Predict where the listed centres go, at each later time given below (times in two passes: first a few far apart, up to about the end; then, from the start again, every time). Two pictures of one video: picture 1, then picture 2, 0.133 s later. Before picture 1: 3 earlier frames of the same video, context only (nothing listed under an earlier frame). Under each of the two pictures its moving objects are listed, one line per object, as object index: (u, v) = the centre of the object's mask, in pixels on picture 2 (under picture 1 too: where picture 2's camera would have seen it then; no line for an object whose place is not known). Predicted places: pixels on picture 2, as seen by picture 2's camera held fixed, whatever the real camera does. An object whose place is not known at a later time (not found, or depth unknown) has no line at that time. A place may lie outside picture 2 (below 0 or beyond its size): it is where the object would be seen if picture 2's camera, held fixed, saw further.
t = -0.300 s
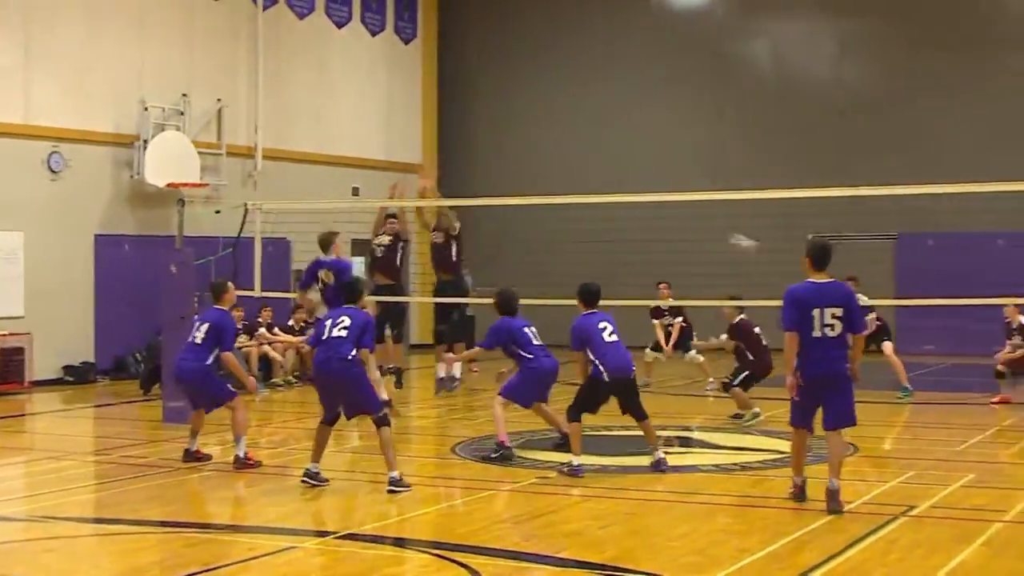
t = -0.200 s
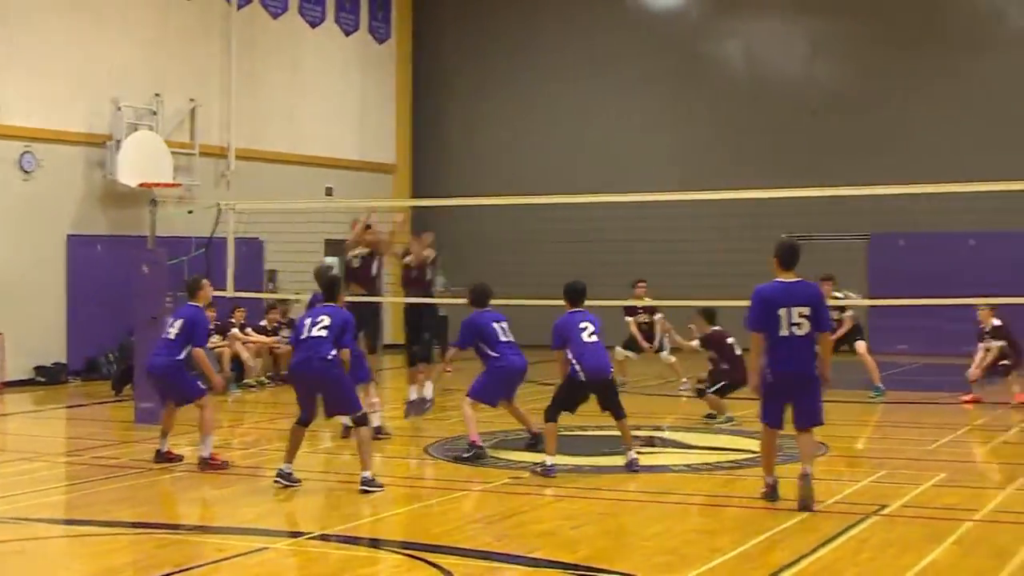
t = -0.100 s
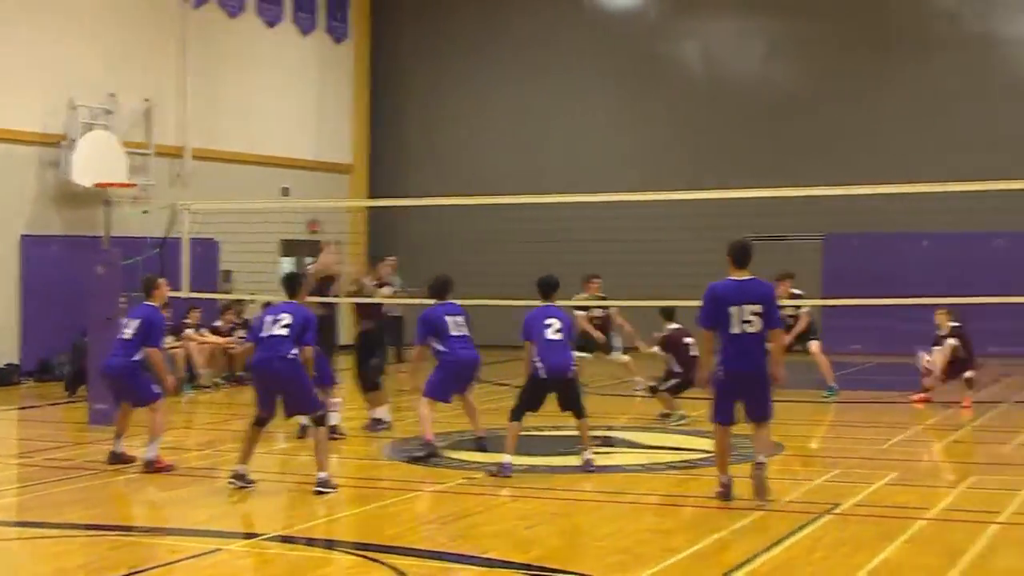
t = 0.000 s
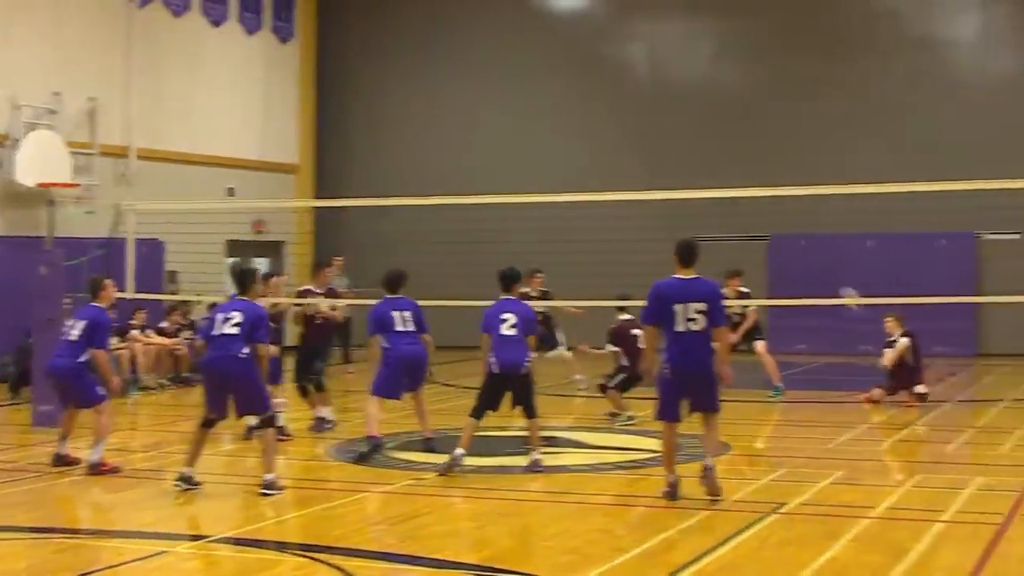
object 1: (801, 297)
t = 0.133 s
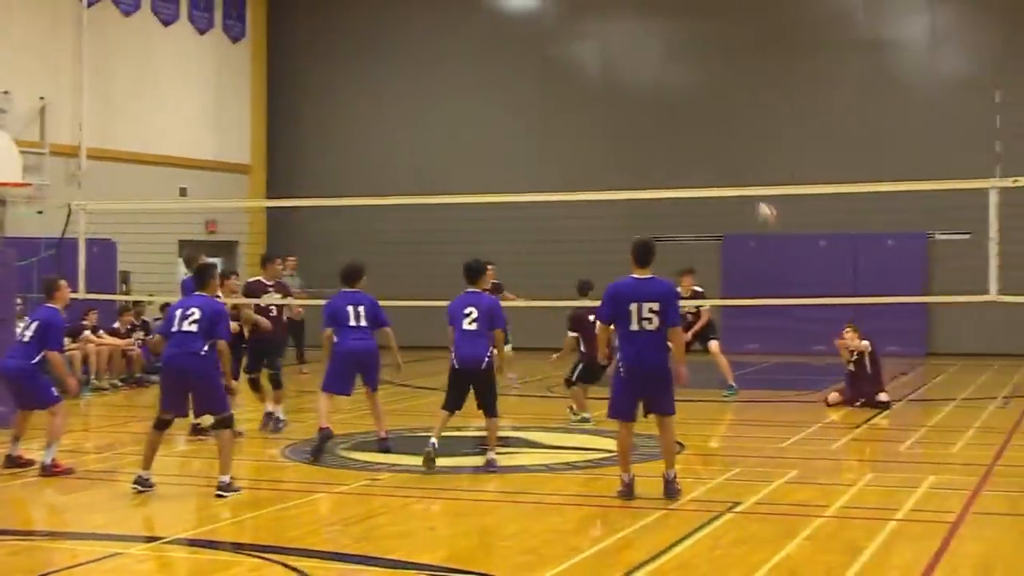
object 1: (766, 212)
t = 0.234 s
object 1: (736, 154)
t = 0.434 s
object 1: (675, 61)
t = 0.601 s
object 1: (621, 8)
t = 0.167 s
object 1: (754, 184)
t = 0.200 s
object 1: (746, 173)
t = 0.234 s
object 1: (736, 154)
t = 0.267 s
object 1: (728, 137)
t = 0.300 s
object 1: (717, 121)
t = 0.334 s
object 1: (707, 105)
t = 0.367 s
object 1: (697, 90)
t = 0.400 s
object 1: (686, 74)
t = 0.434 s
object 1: (675, 61)
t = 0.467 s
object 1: (663, 49)
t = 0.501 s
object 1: (654, 37)
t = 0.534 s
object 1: (644, 25)
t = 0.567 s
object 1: (633, 17)
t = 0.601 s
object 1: (621, 8)
